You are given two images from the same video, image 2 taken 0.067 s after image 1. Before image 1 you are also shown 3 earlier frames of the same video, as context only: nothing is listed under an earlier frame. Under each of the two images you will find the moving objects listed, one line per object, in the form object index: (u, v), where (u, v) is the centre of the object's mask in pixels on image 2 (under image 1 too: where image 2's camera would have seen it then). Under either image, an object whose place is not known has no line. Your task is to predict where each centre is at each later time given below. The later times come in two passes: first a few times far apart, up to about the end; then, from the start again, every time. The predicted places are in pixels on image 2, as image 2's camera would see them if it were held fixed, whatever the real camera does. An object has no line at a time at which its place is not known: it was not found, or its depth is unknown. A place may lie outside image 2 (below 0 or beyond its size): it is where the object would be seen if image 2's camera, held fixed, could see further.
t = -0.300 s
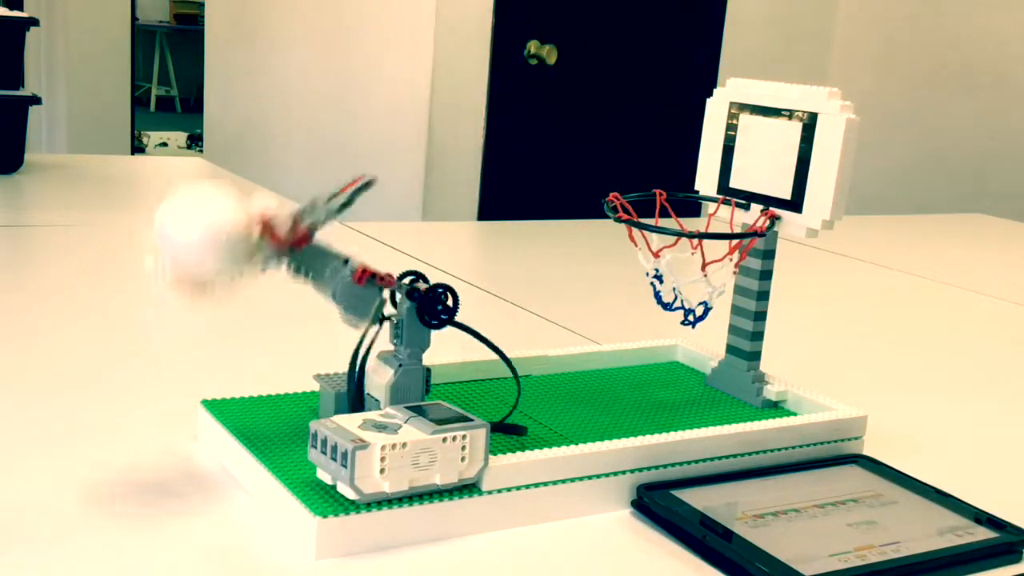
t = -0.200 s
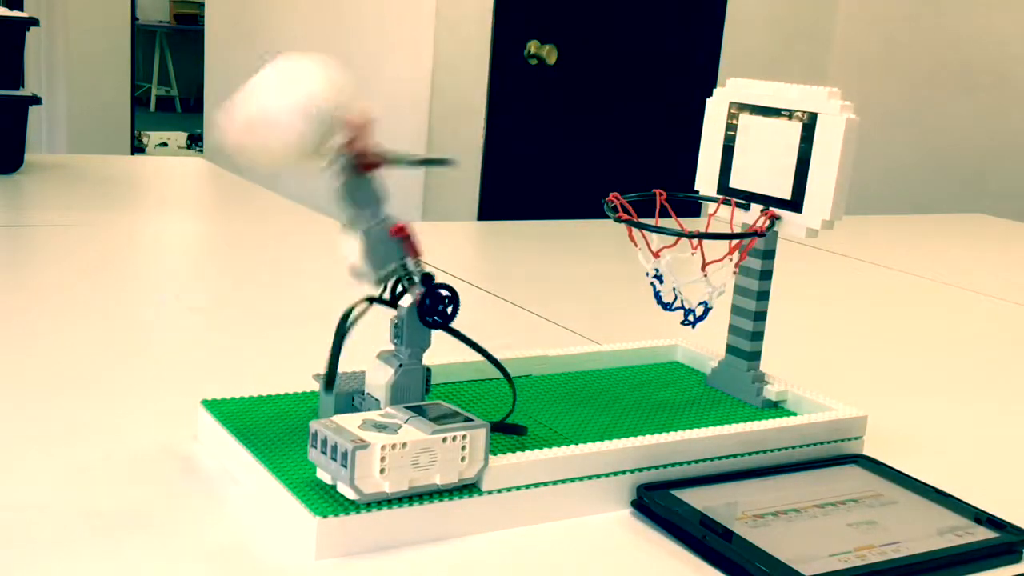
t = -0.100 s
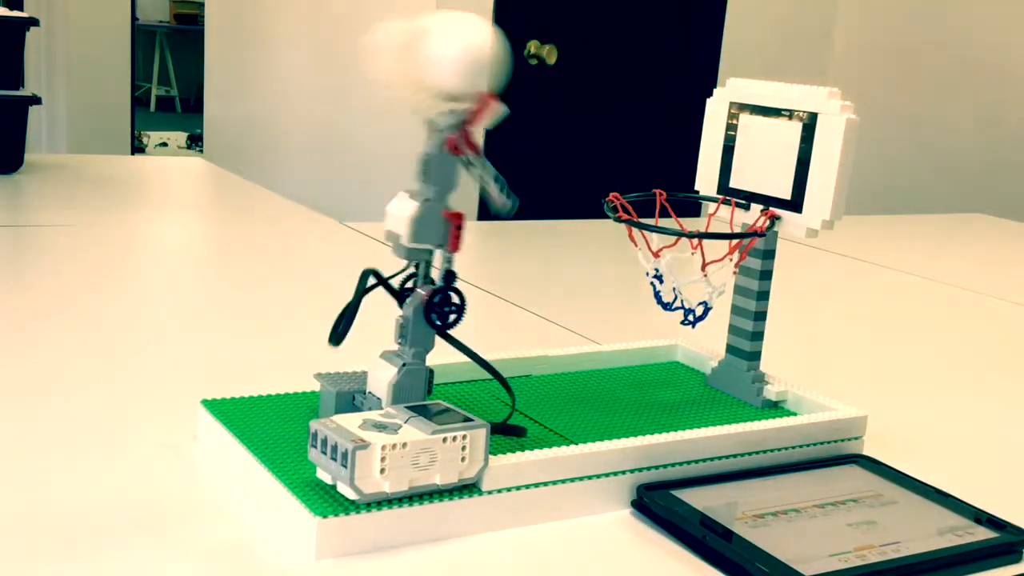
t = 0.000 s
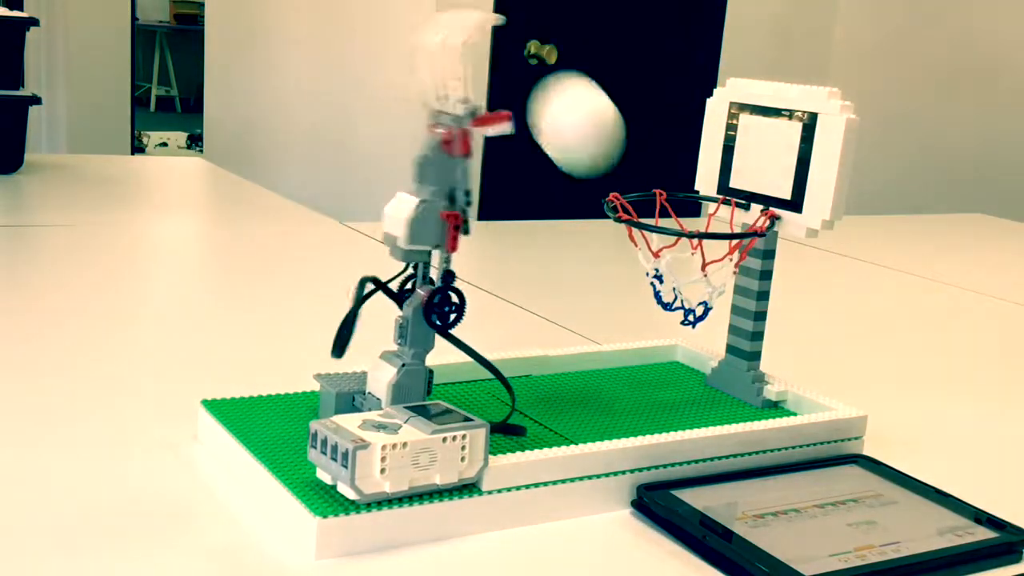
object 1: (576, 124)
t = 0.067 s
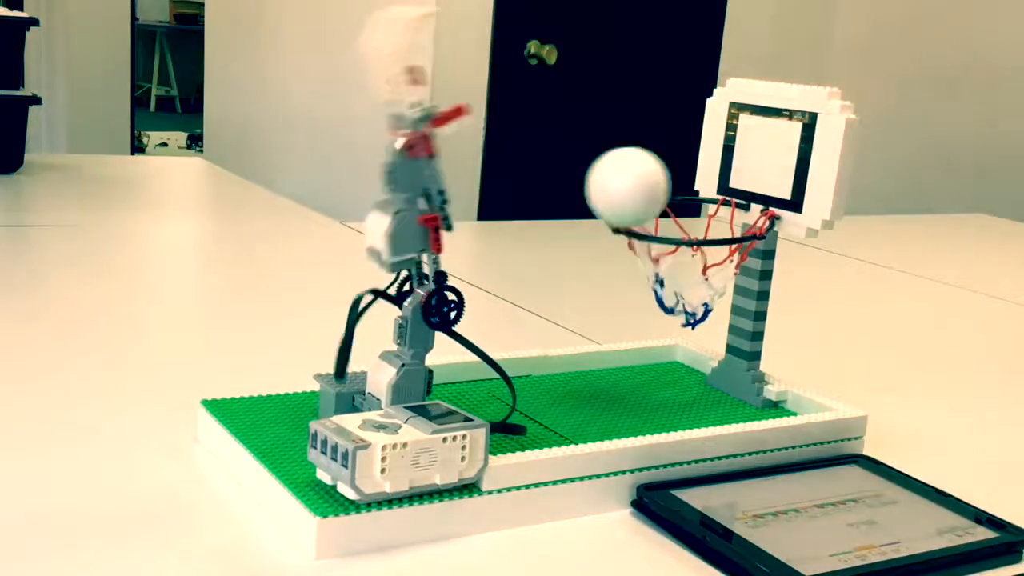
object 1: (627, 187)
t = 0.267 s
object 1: (707, 287)
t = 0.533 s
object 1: (698, 361)
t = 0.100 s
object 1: (645, 180)
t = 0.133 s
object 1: (661, 181)
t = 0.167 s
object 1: (675, 192)
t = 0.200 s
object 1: (690, 206)
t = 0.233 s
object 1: (700, 270)
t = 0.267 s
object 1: (707, 287)
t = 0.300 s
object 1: (701, 333)
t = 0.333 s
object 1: (700, 358)
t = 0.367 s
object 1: (700, 358)
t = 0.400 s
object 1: (701, 354)
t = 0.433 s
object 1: (700, 361)
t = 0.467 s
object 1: (700, 360)
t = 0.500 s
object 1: (699, 360)
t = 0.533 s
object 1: (698, 361)
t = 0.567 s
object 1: (697, 360)
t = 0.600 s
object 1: (696, 360)
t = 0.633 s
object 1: (695, 360)
